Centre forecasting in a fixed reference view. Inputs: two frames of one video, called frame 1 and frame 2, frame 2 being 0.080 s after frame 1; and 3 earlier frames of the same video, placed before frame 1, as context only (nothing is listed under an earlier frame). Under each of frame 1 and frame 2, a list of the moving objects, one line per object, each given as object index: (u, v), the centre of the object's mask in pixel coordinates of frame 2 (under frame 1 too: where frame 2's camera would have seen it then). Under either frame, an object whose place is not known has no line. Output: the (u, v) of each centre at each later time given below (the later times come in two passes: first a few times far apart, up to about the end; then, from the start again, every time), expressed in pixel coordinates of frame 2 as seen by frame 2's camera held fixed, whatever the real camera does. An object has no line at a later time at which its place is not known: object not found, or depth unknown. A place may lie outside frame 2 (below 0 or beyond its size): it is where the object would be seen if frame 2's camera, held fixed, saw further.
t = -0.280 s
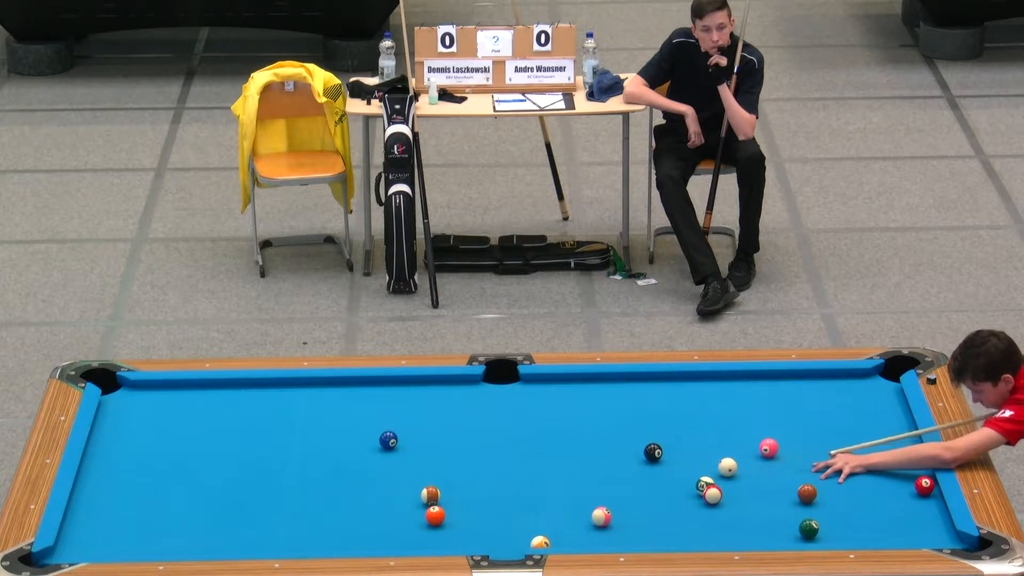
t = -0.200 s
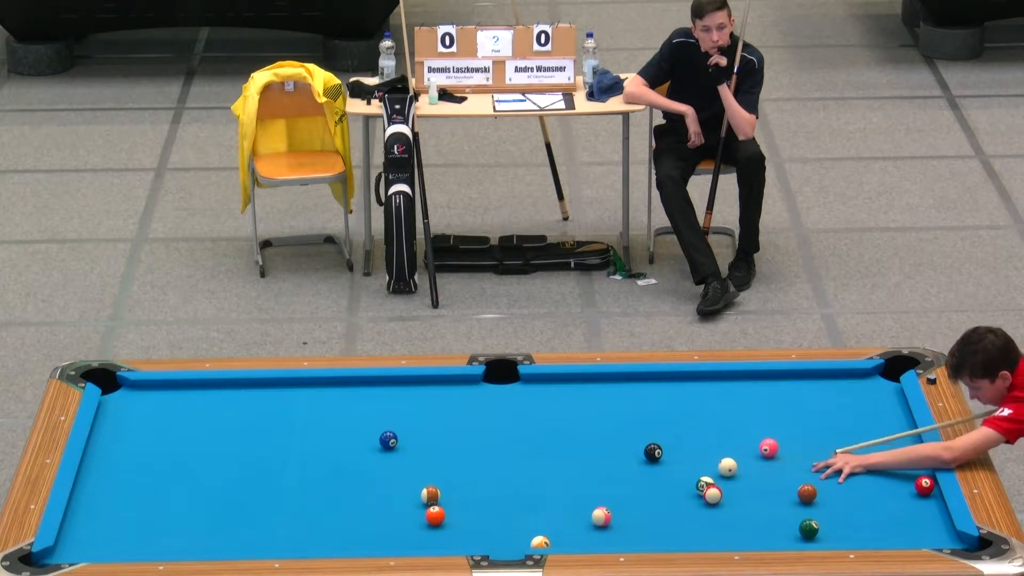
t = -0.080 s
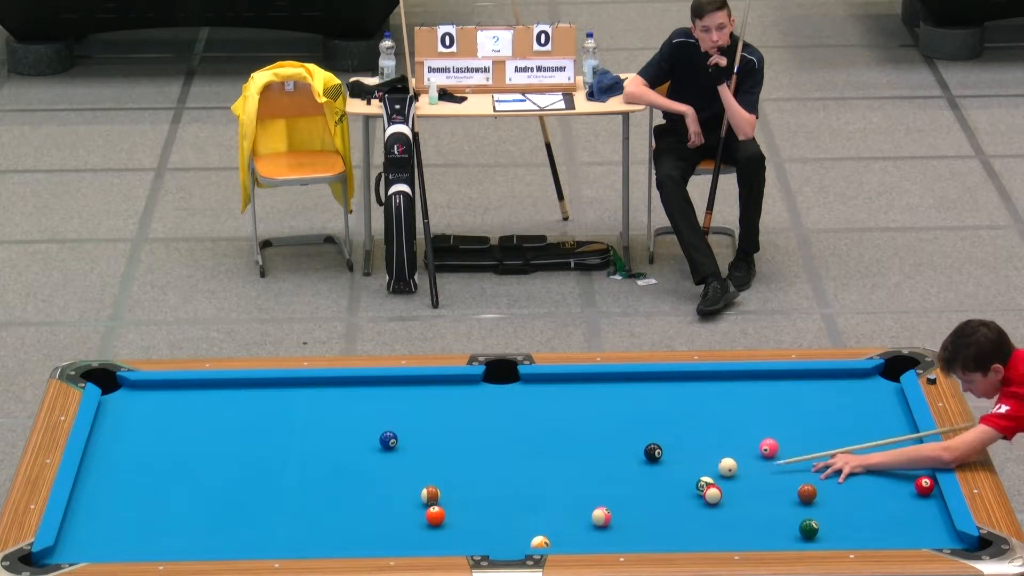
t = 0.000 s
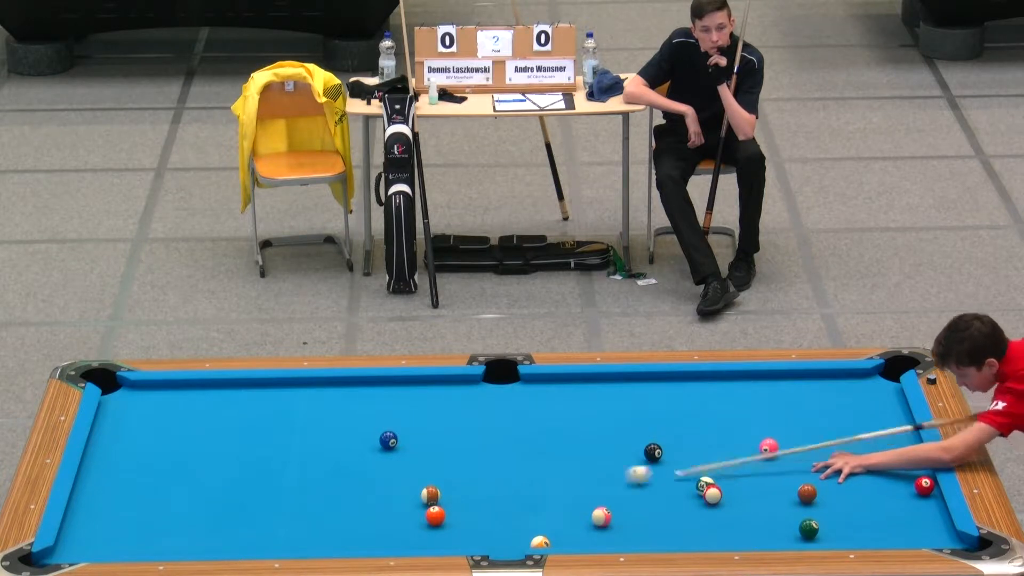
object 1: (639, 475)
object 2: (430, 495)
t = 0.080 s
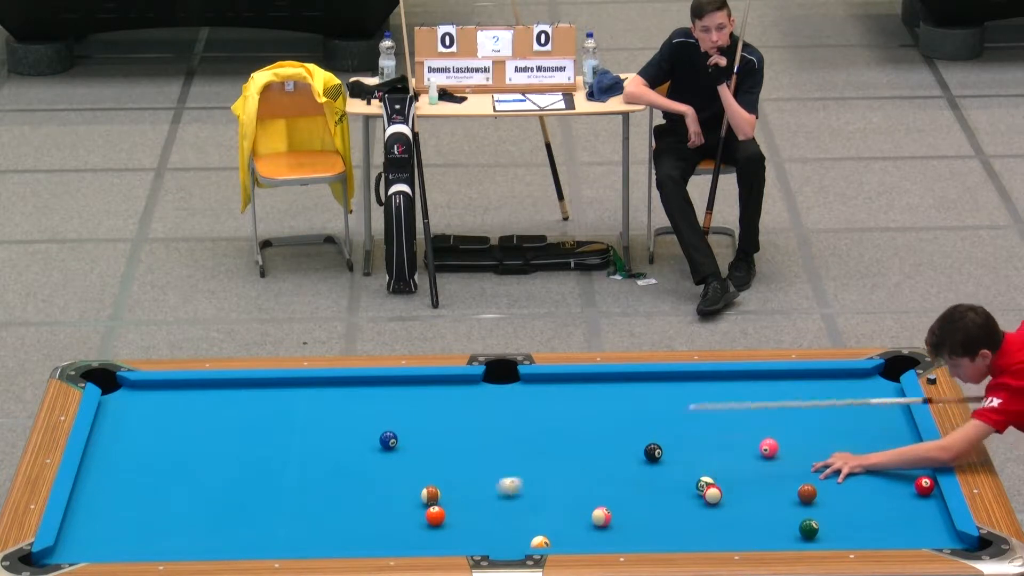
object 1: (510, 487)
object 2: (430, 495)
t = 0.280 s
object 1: (437, 477)
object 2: (193, 536)
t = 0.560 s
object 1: (463, 449)
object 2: (92, 535)
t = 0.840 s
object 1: (527, 424)
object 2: (108, 502)
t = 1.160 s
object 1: (596, 397)
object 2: (123, 469)
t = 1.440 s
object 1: (653, 378)
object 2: (134, 443)
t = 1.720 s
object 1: (716, 389)
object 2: (145, 417)
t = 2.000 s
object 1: (778, 400)
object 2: (155, 395)
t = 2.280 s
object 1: (839, 411)
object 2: (152, 391)
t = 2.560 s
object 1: (901, 421)
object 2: (140, 402)
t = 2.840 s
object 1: (880, 434)
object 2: (129, 412)
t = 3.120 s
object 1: (855, 448)
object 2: (118, 422)
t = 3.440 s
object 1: (827, 462)
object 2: (106, 432)
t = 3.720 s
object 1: (803, 474)
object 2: (97, 440)
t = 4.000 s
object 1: (782, 487)
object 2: (96, 446)
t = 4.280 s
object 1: (761, 498)
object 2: (97, 451)
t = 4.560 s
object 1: (741, 508)
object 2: (99, 456)
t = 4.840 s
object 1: (723, 518)
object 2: (100, 459)
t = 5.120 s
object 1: (706, 527)
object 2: (100, 461)
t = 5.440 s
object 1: (689, 536)
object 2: (101, 464)
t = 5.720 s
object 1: (675, 540)
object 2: (102, 465)
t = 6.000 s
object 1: (666, 538)
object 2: (102, 465)
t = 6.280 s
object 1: (659, 536)
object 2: (102, 465)
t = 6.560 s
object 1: (653, 535)
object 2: (102, 465)
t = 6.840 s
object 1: (649, 534)
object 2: (102, 465)
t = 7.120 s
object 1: (647, 533)
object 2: (102, 465)
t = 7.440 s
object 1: (646, 533)
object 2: (102, 465)
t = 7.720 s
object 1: (646, 533)
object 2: (102, 465)
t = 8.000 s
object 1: (646, 533)
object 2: (102, 465)
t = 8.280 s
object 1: (646, 533)
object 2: (102, 465)
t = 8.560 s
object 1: (646, 533)
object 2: (102, 465)
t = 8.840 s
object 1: (646, 533)
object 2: (102, 465)
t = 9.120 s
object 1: (646, 532)
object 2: (102, 465)
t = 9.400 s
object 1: (646, 533)
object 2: (102, 465)
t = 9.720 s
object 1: (646, 533)
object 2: (102, 465)
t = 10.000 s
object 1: (646, 532)
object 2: (102, 465)
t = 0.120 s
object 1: (449, 492)
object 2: (427, 495)
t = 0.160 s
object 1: (444, 488)
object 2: (370, 505)
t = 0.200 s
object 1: (440, 484)
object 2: (310, 515)
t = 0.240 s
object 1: (438, 481)
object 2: (250, 527)
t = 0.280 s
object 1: (437, 477)
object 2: (193, 536)
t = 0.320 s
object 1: (437, 472)
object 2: (134, 546)
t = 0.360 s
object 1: (438, 468)
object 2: (79, 551)
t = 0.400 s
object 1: (441, 465)
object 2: (64, 551)
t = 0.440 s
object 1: (445, 461)
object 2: (78, 550)
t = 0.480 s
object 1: (450, 457)
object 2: (84, 546)
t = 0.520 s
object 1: (456, 453)
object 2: (88, 541)
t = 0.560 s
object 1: (463, 449)
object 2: (92, 535)
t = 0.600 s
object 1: (472, 446)
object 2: (96, 530)
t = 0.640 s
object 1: (481, 442)
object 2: (98, 525)
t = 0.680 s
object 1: (491, 439)
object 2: (101, 520)
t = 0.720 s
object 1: (500, 435)
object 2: (102, 516)
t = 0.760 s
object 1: (509, 431)
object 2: (104, 512)
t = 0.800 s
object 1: (518, 428)
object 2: (106, 507)
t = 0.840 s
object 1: (527, 424)
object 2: (108, 502)
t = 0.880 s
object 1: (536, 421)
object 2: (110, 498)
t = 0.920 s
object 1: (545, 417)
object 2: (112, 494)
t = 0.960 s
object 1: (553, 414)
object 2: (114, 490)
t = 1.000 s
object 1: (562, 410)
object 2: (116, 485)
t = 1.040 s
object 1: (571, 407)
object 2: (117, 482)
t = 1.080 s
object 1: (579, 404)
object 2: (119, 478)
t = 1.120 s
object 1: (588, 400)
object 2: (121, 474)
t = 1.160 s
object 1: (596, 397)
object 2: (123, 469)
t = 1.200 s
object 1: (604, 394)
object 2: (124, 465)
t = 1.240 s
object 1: (612, 390)
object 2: (126, 462)
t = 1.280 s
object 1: (621, 387)
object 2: (128, 458)
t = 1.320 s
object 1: (628, 384)
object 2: (130, 454)
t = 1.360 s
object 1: (636, 381)
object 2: (131, 450)
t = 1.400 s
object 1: (644, 378)
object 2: (133, 446)
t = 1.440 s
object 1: (653, 378)
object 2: (134, 443)
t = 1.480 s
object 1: (662, 380)
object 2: (136, 439)
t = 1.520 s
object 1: (671, 382)
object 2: (137, 435)
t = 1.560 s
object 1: (680, 383)
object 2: (139, 432)
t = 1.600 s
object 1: (689, 385)
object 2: (140, 429)
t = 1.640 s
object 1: (698, 386)
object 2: (142, 425)
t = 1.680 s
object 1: (707, 388)
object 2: (144, 421)
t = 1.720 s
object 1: (716, 389)
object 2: (145, 417)
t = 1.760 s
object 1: (725, 391)
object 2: (146, 415)
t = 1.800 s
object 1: (734, 392)
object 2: (148, 411)
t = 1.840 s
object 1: (743, 394)
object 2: (149, 408)
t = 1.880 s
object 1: (751, 395)
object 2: (151, 405)
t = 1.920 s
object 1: (761, 397)
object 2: (152, 401)
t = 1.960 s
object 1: (769, 399)
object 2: (153, 398)
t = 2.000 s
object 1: (778, 400)
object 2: (155, 395)
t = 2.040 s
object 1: (787, 402)
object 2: (156, 392)
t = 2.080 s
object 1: (796, 403)
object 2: (158, 388)
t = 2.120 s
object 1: (805, 405)
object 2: (159, 385)
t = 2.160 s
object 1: (814, 406)
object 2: (158, 386)
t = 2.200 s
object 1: (822, 408)
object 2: (156, 388)
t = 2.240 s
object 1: (831, 409)
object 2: (154, 389)
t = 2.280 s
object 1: (839, 411)
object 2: (152, 391)
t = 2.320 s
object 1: (848, 412)
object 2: (151, 393)
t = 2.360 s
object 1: (857, 414)
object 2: (149, 394)
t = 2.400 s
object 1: (865, 415)
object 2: (147, 396)
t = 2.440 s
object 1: (874, 417)
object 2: (145, 397)
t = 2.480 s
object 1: (883, 418)
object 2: (144, 399)
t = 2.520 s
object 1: (892, 420)
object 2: (142, 401)
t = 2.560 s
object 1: (901, 421)
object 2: (140, 402)
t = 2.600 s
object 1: (904, 423)
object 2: (139, 404)
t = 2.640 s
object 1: (899, 425)
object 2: (137, 405)
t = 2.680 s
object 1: (895, 427)
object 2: (135, 406)
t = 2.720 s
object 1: (892, 429)
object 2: (134, 407)
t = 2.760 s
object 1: (888, 431)
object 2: (132, 409)
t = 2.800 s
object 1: (884, 433)
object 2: (130, 410)
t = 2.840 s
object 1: (880, 434)
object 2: (129, 412)
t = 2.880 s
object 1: (876, 436)
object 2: (128, 413)
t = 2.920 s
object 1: (873, 439)
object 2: (126, 415)
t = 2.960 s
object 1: (869, 440)
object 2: (124, 416)
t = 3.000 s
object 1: (865, 442)
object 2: (123, 417)
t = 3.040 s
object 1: (862, 444)
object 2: (121, 419)
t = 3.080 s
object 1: (858, 446)
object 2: (120, 420)
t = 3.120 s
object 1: (855, 448)
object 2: (118, 422)
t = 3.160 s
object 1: (851, 450)
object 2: (116, 423)
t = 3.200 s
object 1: (847, 452)
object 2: (115, 425)
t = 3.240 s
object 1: (844, 453)
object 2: (113, 426)
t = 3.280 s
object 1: (840, 455)
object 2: (112, 427)
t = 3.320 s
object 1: (837, 457)
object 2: (111, 428)
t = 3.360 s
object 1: (833, 459)
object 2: (109, 429)
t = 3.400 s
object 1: (830, 460)
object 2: (107, 430)
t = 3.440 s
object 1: (827, 462)
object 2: (106, 432)
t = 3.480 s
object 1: (823, 464)
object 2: (105, 433)
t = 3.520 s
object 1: (820, 466)
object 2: (103, 434)
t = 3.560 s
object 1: (816, 467)
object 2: (102, 435)
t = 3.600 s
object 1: (813, 469)
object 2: (101, 437)
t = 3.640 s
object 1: (810, 471)
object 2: (99, 438)
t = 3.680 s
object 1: (807, 473)
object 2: (98, 439)
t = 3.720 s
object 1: (803, 474)
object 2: (97, 440)
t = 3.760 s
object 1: (800, 476)
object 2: (96, 441)
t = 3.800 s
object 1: (797, 478)
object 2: (96, 441)
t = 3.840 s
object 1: (794, 479)
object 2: (96, 442)
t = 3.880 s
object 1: (790, 481)
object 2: (96, 443)
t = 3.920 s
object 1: (787, 483)
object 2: (96, 444)
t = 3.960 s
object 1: (784, 485)
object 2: (96, 445)
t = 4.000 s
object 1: (782, 487)
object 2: (96, 446)
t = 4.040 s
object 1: (778, 488)
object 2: (97, 446)
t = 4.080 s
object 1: (775, 489)
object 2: (96, 447)
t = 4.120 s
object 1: (772, 491)
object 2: (96, 447)
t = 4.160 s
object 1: (770, 493)
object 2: (97, 448)
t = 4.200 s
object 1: (767, 494)
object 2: (97, 449)
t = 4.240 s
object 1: (764, 496)
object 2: (97, 450)
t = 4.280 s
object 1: (761, 498)
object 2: (97, 451)
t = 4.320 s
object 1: (758, 499)
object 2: (98, 451)
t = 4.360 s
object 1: (755, 501)
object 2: (98, 452)
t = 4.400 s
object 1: (752, 502)
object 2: (98, 453)
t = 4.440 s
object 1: (750, 504)
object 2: (98, 453)
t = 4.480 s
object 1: (747, 505)
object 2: (98, 454)
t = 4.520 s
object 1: (744, 507)
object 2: (99, 455)
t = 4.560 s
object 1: (741, 508)
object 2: (99, 456)
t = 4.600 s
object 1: (739, 510)
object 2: (99, 456)
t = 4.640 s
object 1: (736, 511)
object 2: (99, 457)
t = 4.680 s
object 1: (734, 512)
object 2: (99, 457)
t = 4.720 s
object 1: (731, 514)
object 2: (99, 458)
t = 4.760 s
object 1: (728, 516)
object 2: (99, 458)
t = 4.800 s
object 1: (726, 517)
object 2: (99, 458)
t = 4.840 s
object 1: (723, 518)
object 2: (100, 459)
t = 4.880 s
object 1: (721, 519)
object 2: (100, 459)
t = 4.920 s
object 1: (718, 521)
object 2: (100, 459)
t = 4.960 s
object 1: (716, 522)
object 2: (100, 460)
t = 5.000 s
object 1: (713, 524)
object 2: (100, 460)
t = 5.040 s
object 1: (711, 525)
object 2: (100, 461)
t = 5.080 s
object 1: (709, 526)
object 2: (100, 461)
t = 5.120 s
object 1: (706, 527)
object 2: (100, 461)
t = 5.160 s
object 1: (704, 529)
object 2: (100, 462)
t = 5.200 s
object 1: (701, 530)
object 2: (100, 462)
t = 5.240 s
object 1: (699, 531)
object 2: (101, 462)
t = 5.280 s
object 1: (697, 532)
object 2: (101, 463)
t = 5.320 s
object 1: (695, 534)
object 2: (101, 463)
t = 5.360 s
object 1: (693, 535)
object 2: (101, 463)
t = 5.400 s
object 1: (691, 535)
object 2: (101, 464)
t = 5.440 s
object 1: (689, 536)
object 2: (101, 464)
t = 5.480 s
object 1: (686, 537)
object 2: (101, 464)
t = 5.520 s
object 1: (685, 538)
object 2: (101, 464)
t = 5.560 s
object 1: (683, 538)
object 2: (101, 464)
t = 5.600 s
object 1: (681, 539)
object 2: (102, 464)
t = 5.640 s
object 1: (679, 540)
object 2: (101, 465)
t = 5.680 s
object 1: (677, 541)
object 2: (102, 465)
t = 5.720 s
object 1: (675, 540)
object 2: (102, 465)
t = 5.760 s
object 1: (674, 540)
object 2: (102, 465)
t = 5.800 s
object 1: (673, 540)
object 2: (102, 465)
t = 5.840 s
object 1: (671, 539)
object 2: (102, 465)
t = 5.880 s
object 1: (670, 539)
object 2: (102, 465)
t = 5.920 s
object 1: (669, 539)
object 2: (102, 465)
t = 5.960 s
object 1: (668, 538)
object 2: (102, 465)
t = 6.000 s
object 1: (666, 538)
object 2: (102, 465)
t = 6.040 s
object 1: (665, 538)
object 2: (102, 465)
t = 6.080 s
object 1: (664, 538)
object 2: (102, 465)
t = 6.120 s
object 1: (663, 537)
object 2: (102, 465)
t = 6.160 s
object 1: (662, 537)
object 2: (102, 465)
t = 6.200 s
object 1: (661, 537)
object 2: (102, 465)
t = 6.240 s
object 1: (660, 537)
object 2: (102, 465)
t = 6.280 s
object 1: (659, 536)
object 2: (102, 465)
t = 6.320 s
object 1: (658, 536)
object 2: (102, 465)
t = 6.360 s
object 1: (657, 536)
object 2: (102, 465)
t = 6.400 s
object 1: (656, 536)
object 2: (102, 465)
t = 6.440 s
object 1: (655, 536)
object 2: (102, 465)
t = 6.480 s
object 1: (655, 536)
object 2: (102, 465)
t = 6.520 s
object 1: (654, 536)
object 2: (102, 465)
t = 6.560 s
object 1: (653, 535)
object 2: (102, 465)
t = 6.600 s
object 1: (653, 535)
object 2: (102, 465)
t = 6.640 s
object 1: (652, 535)
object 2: (102, 465)
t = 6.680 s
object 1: (651, 535)
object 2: (102, 465)
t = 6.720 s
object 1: (651, 535)
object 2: (102, 465)
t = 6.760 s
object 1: (650, 535)
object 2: (102, 465)
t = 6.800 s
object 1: (650, 534)
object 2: (102, 465)
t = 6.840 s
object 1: (649, 534)
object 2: (102, 465)
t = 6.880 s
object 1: (649, 534)
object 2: (102, 465)
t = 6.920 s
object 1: (649, 534)
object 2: (102, 465)
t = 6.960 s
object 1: (648, 534)
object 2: (102, 465)
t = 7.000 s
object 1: (648, 533)
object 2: (102, 465)
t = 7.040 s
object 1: (648, 533)
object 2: (102, 465)
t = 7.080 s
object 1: (647, 533)
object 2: (102, 465)
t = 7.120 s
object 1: (647, 533)
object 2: (102, 465)
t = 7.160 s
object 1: (647, 533)
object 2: (102, 465)
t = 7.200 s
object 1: (647, 533)
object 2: (102, 465)
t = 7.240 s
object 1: (646, 533)
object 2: (102, 465)
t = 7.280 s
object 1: (646, 533)
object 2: (102, 465)
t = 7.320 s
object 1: (646, 533)
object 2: (102, 465)
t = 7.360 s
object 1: (646, 533)
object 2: (102, 465)
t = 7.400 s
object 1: (646, 533)
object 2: (102, 465)
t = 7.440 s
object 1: (646, 533)
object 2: (102, 465)
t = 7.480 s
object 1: (646, 533)
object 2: (102, 465)
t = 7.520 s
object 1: (646, 533)
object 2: (102, 465)
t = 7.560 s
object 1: (646, 533)
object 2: (102, 465)
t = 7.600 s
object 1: (646, 533)
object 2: (102, 465)
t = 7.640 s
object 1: (646, 533)
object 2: (102, 465)
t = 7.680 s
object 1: (646, 533)
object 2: (102, 465)
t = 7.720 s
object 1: (646, 533)
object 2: (102, 465)
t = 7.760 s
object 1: (646, 533)
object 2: (102, 465)
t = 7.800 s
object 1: (646, 533)
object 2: (102, 465)
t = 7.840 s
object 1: (646, 533)
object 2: (102, 465)
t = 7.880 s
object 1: (646, 533)
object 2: (102, 465)
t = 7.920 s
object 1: (646, 533)
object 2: (102, 465)
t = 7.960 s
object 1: (646, 533)
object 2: (102, 465)
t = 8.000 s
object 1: (646, 533)
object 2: (102, 465)
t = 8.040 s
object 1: (646, 533)
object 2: (102, 465)
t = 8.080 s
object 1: (646, 533)
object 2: (102, 465)
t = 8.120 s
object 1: (646, 533)
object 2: (102, 465)
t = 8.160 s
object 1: (646, 533)
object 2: (102, 465)
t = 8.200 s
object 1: (646, 533)
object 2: (102, 465)
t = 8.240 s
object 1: (646, 533)
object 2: (102, 465)
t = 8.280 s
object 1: (646, 533)
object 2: (102, 465)
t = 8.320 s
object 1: (646, 533)
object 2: (102, 465)
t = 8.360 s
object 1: (646, 533)
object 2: (102, 465)
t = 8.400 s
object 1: (646, 533)
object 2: (102, 465)
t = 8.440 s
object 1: (646, 532)
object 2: (102, 465)
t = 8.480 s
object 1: (646, 533)
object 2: (102, 465)
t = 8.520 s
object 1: (646, 533)
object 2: (102, 465)
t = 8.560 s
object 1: (646, 533)
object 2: (102, 465)
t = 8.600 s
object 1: (646, 533)
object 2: (102, 465)
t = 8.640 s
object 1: (646, 533)
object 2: (102, 465)
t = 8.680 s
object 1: (646, 533)
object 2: (102, 465)
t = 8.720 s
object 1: (646, 533)
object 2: (102, 465)
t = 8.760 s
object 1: (646, 533)
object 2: (102, 465)
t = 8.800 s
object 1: (646, 533)
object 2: (102, 465)
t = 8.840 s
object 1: (646, 533)
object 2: (102, 465)
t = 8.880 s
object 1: (646, 533)
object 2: (102, 465)
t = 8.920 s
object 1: (646, 533)
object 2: (102, 465)
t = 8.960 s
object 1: (646, 533)
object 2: (102, 465)
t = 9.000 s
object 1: (646, 533)
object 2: (102, 465)
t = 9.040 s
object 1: (646, 533)
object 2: (102, 465)
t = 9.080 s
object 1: (646, 533)
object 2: (102, 465)
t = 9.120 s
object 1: (646, 532)
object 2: (102, 465)
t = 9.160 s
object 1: (646, 532)
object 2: (102, 465)
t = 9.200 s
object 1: (646, 533)
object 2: (102, 465)
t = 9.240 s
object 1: (646, 532)
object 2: (102, 465)
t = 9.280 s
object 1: (646, 533)
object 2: (102, 465)
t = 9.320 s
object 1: (646, 532)
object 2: (102, 465)
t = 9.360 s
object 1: (646, 533)
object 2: (102, 465)
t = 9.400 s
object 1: (646, 533)
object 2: (102, 465)
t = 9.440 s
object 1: (646, 533)
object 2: (102, 465)
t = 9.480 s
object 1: (646, 532)
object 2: (102, 465)
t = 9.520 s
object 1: (646, 533)
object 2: (102, 465)
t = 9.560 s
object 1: (646, 533)
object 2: (102, 465)
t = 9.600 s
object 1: (646, 533)
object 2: (102, 465)
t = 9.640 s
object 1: (646, 533)
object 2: (102, 465)
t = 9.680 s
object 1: (646, 533)
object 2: (102, 465)
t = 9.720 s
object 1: (646, 533)
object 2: (102, 465)
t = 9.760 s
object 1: (646, 532)
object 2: (102, 465)
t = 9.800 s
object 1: (646, 533)
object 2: (102, 465)
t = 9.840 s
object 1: (646, 532)
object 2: (102, 465)
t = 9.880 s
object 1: (646, 533)
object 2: (102, 465)
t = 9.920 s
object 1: (646, 532)
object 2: (102, 465)
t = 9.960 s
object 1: (646, 533)
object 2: (102, 465)
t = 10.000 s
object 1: (646, 532)
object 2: (102, 465)
